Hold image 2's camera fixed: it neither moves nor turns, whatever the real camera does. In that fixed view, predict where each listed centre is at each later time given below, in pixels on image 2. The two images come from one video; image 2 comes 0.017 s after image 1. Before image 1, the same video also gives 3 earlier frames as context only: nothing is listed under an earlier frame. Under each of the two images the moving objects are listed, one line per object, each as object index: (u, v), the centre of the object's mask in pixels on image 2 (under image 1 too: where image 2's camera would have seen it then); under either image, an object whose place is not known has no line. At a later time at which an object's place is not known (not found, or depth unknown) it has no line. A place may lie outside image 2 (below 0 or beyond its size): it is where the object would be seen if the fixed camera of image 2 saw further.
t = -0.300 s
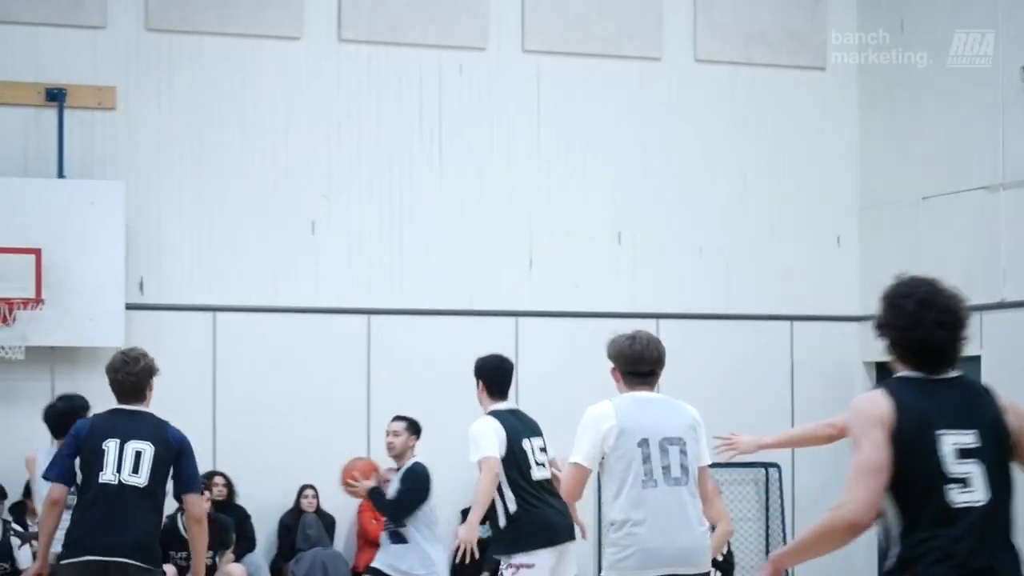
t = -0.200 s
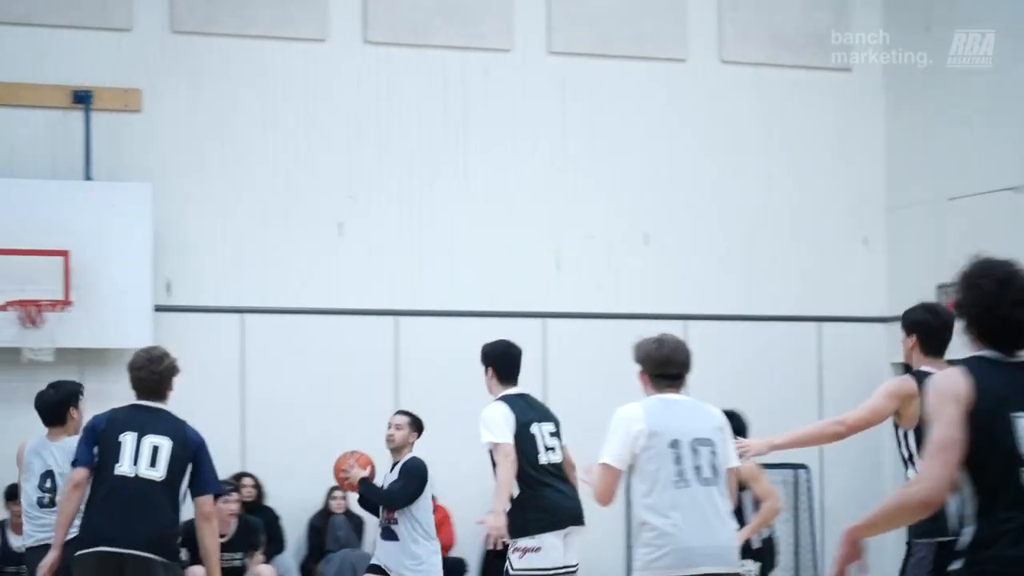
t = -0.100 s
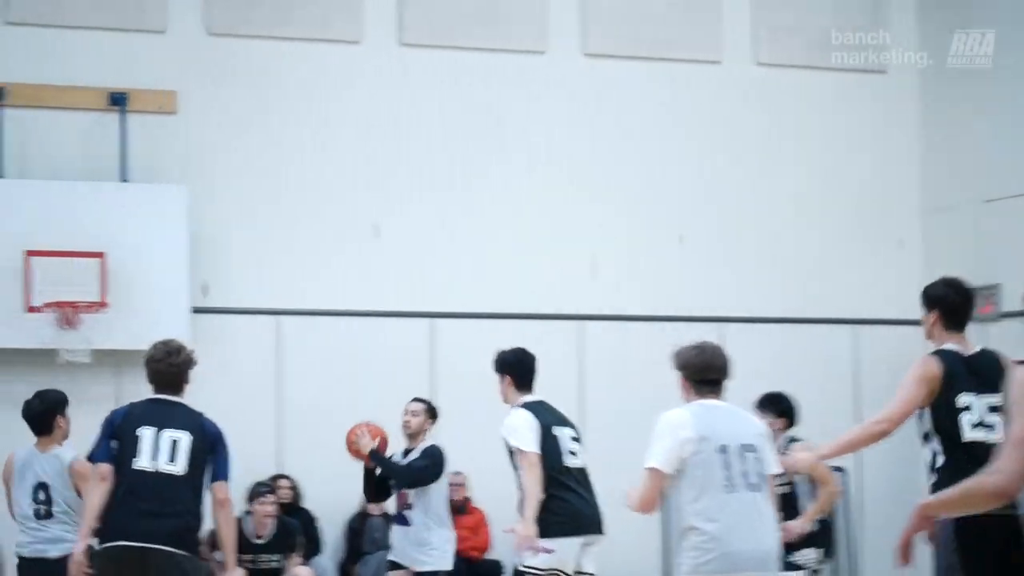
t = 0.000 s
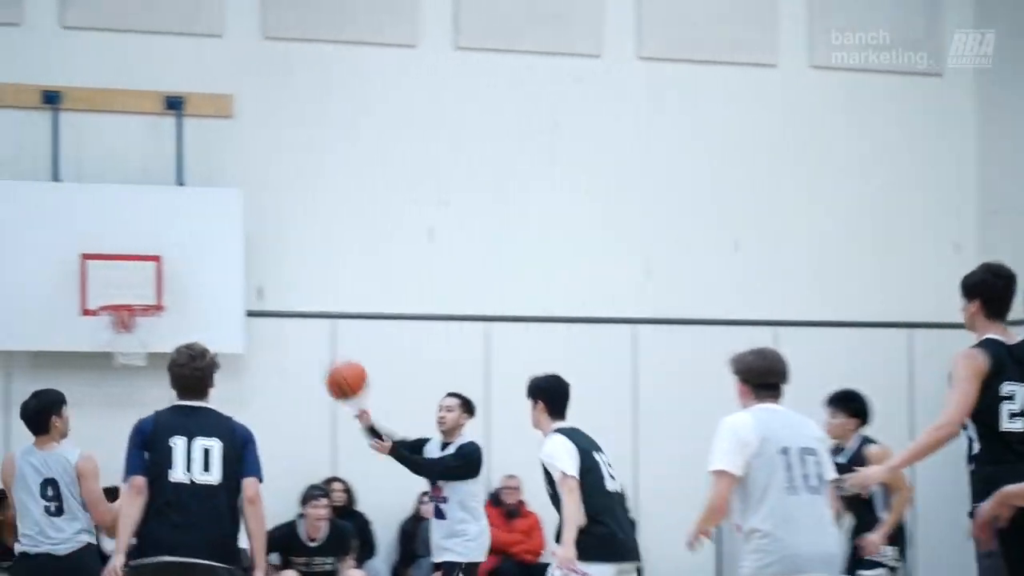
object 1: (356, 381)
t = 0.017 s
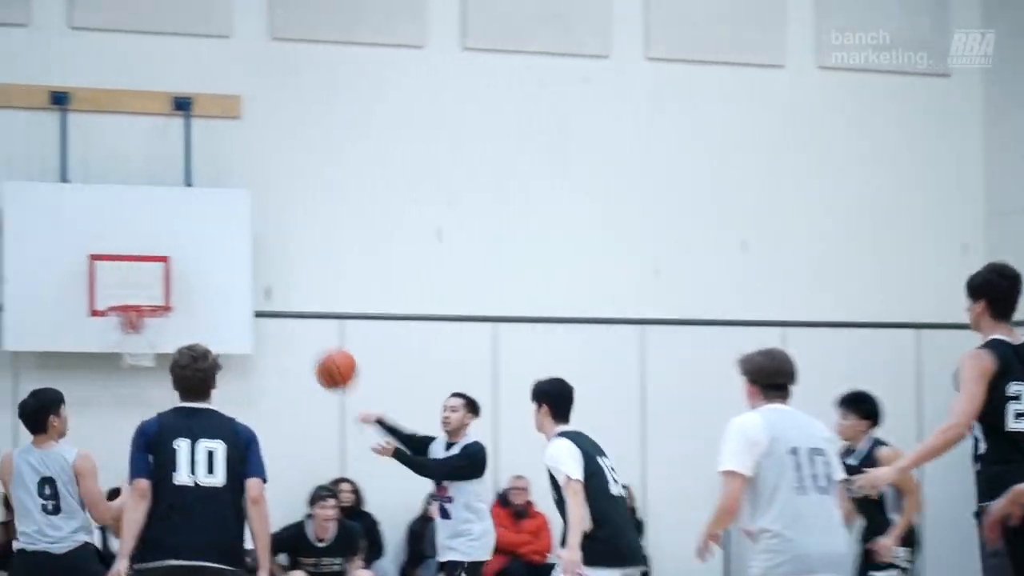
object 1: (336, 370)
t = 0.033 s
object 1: (315, 358)
